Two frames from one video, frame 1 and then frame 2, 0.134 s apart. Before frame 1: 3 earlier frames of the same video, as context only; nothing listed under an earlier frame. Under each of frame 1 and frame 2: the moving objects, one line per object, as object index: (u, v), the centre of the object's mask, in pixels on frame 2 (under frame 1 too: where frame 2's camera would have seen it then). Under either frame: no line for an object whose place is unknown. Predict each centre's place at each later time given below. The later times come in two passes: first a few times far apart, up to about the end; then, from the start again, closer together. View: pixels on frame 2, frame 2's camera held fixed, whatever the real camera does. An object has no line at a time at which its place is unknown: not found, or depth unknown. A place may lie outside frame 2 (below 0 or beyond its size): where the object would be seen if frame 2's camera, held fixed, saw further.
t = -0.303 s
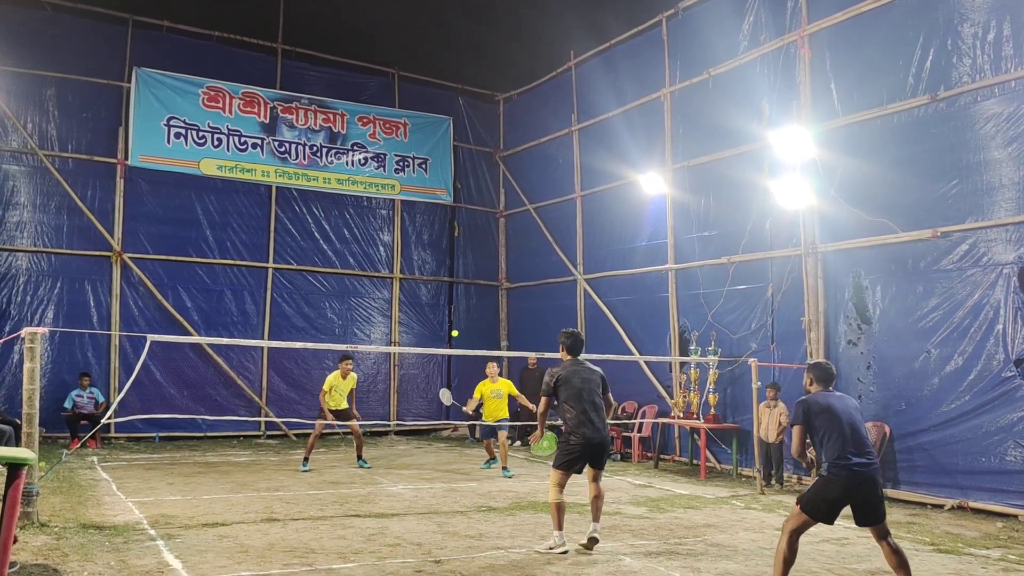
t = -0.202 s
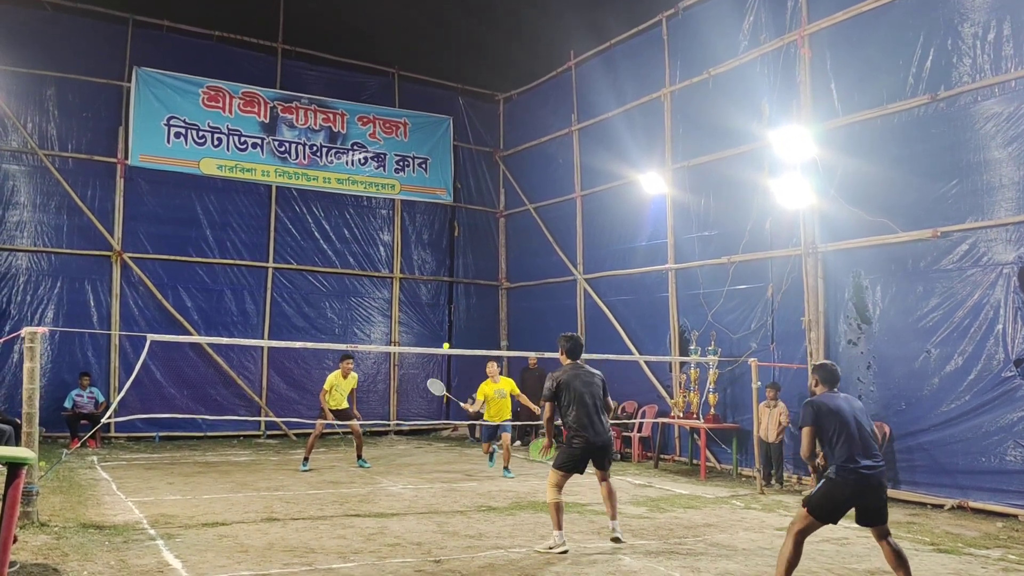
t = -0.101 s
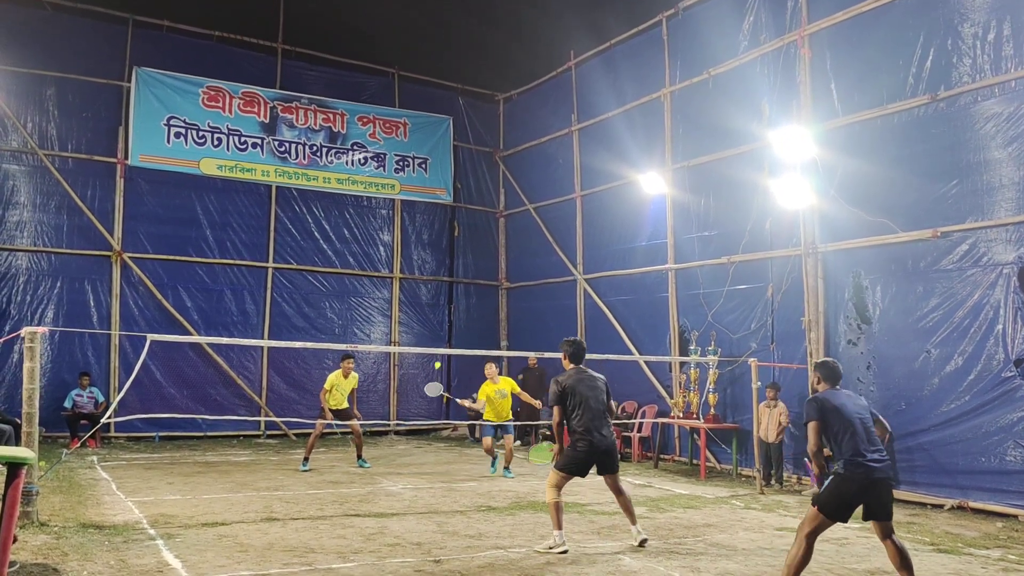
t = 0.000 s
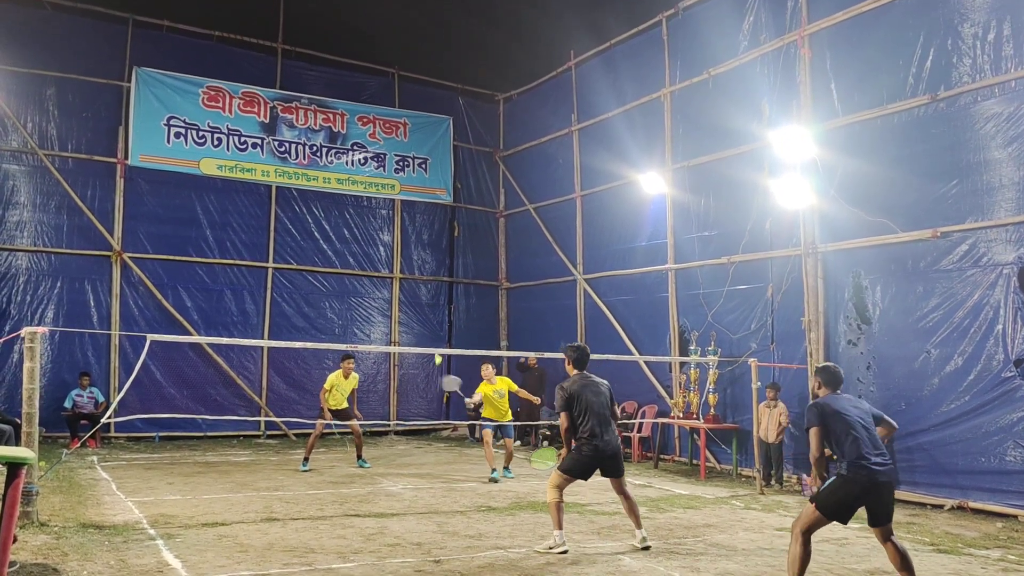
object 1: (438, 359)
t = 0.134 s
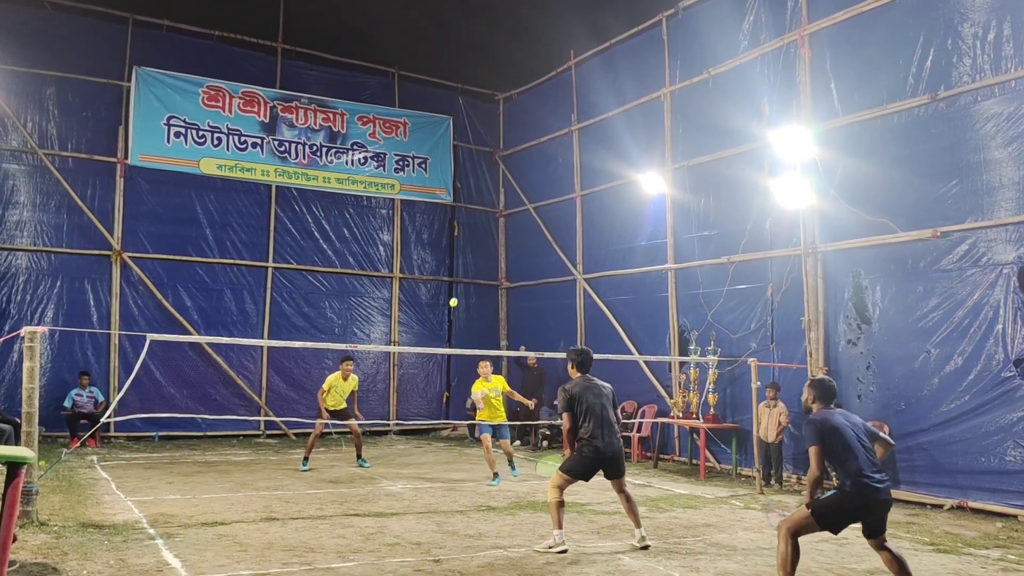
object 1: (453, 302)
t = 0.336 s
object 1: (479, 257)
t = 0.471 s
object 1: (495, 254)
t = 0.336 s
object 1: (479, 257)
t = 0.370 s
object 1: (483, 254)
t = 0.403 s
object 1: (487, 252)
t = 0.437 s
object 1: (491, 252)
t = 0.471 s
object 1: (495, 254)
